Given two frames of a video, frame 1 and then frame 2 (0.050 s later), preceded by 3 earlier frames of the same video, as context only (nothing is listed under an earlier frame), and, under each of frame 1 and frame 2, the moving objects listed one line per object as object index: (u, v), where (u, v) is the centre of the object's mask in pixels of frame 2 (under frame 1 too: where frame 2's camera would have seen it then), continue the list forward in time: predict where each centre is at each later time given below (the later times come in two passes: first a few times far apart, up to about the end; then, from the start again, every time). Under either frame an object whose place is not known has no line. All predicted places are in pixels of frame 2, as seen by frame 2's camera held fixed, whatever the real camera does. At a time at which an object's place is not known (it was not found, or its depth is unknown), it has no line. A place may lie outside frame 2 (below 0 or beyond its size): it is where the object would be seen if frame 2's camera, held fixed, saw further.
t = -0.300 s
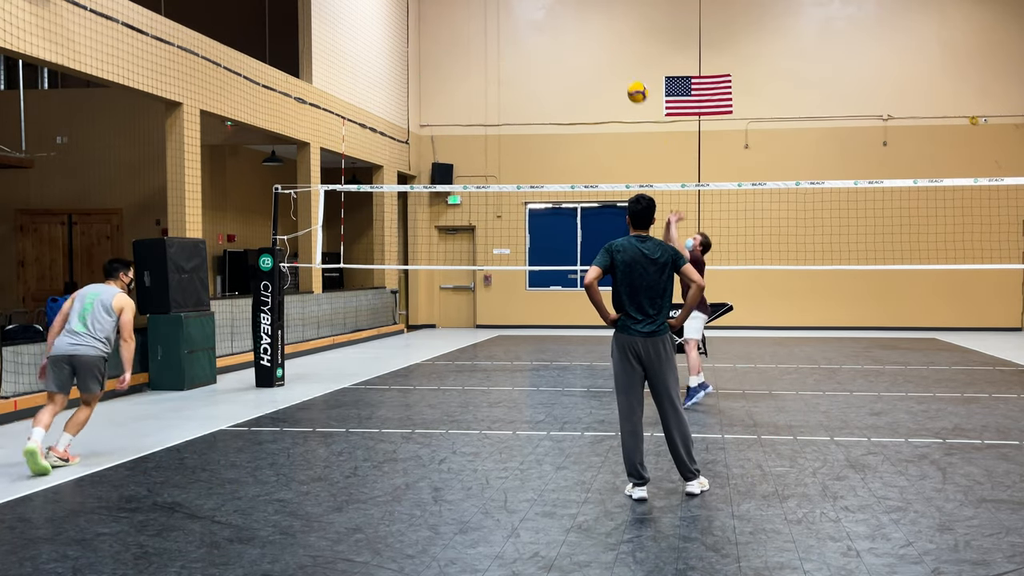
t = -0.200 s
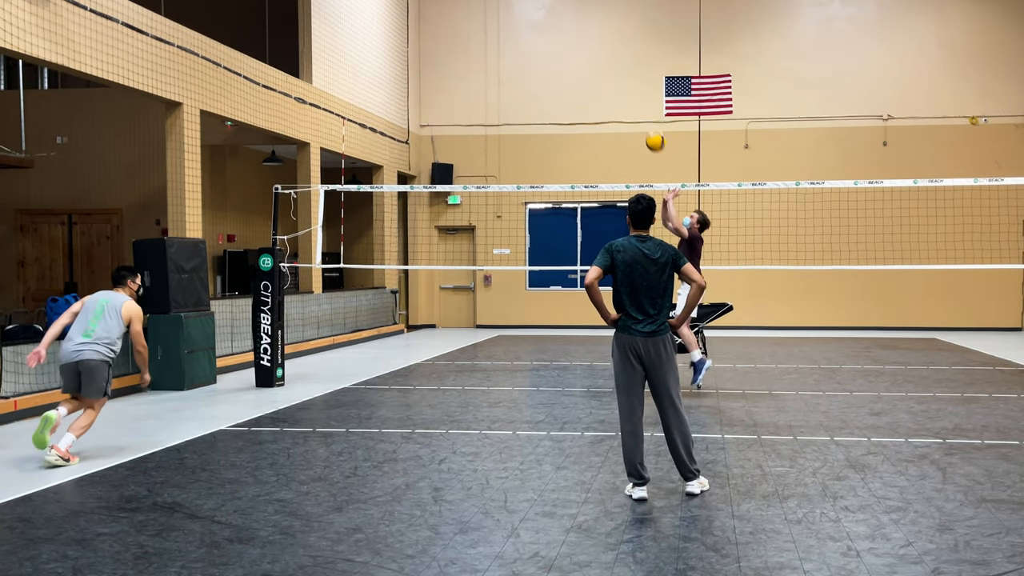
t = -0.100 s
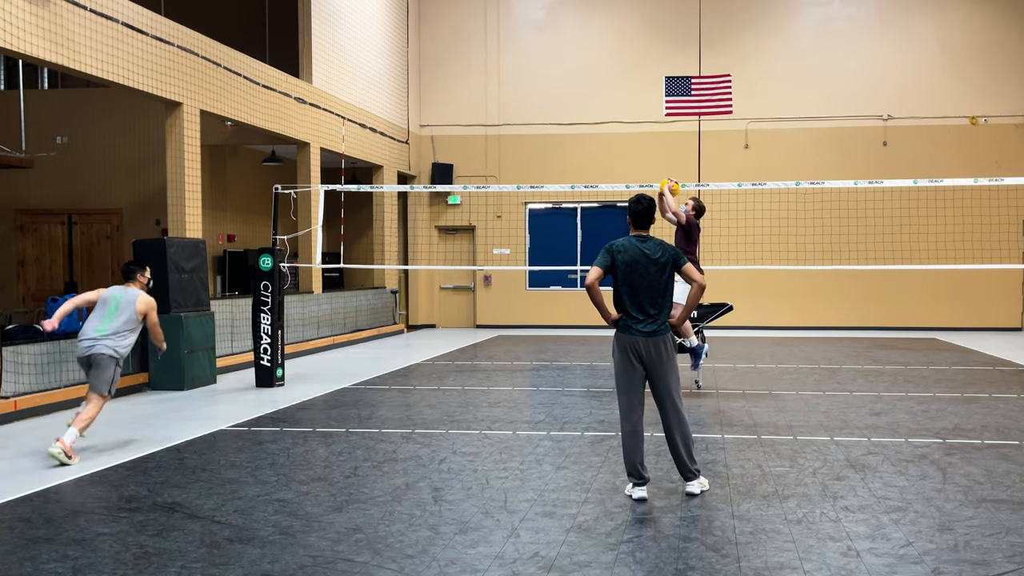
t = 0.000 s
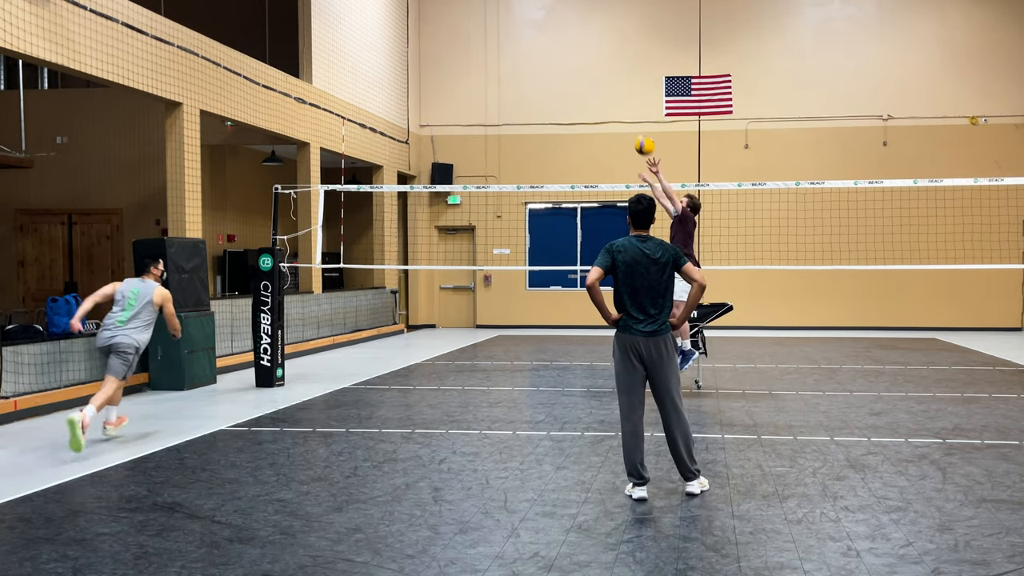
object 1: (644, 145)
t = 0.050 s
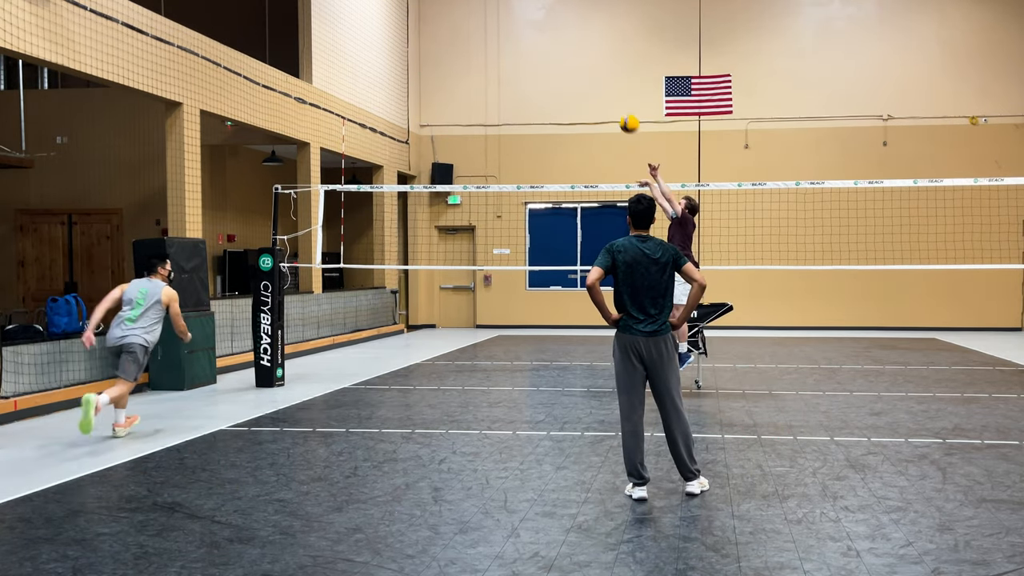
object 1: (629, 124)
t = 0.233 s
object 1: (574, 65)
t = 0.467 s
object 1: (510, 40)
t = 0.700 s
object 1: (451, 63)
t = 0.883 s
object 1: (410, 112)
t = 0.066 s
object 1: (624, 117)
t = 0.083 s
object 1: (619, 110)
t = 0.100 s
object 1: (613, 104)
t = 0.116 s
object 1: (608, 98)
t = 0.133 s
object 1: (603, 93)
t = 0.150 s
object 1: (598, 87)
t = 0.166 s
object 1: (594, 82)
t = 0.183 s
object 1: (589, 77)
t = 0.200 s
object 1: (584, 73)
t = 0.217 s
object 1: (579, 69)
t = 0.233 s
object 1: (574, 65)
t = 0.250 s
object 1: (570, 61)
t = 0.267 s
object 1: (565, 58)
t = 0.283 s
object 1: (560, 55)
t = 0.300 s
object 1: (556, 53)
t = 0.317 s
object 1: (551, 50)
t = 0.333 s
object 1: (546, 48)
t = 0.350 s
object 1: (541, 46)
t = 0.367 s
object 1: (537, 44)
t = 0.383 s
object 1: (532, 43)
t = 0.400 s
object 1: (528, 42)
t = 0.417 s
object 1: (523, 41)
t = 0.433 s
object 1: (518, 40)
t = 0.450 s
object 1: (514, 40)
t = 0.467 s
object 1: (510, 40)
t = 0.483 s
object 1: (505, 40)
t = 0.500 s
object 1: (501, 40)
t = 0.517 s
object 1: (497, 41)
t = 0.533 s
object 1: (492, 42)
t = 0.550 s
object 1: (488, 43)
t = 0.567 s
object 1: (484, 44)
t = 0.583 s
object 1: (480, 46)
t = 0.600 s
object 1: (476, 48)
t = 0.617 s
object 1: (472, 50)
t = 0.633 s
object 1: (468, 52)
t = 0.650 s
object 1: (463, 54)
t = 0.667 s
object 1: (459, 57)
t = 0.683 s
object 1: (455, 60)
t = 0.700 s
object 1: (451, 63)
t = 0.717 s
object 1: (447, 66)
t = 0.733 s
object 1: (443, 70)
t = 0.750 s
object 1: (439, 74)
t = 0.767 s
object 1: (436, 78)
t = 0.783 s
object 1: (432, 82)
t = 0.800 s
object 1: (428, 87)
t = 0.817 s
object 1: (424, 91)
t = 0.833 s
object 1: (421, 96)
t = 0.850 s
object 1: (417, 101)
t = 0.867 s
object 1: (413, 106)
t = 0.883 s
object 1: (410, 112)
